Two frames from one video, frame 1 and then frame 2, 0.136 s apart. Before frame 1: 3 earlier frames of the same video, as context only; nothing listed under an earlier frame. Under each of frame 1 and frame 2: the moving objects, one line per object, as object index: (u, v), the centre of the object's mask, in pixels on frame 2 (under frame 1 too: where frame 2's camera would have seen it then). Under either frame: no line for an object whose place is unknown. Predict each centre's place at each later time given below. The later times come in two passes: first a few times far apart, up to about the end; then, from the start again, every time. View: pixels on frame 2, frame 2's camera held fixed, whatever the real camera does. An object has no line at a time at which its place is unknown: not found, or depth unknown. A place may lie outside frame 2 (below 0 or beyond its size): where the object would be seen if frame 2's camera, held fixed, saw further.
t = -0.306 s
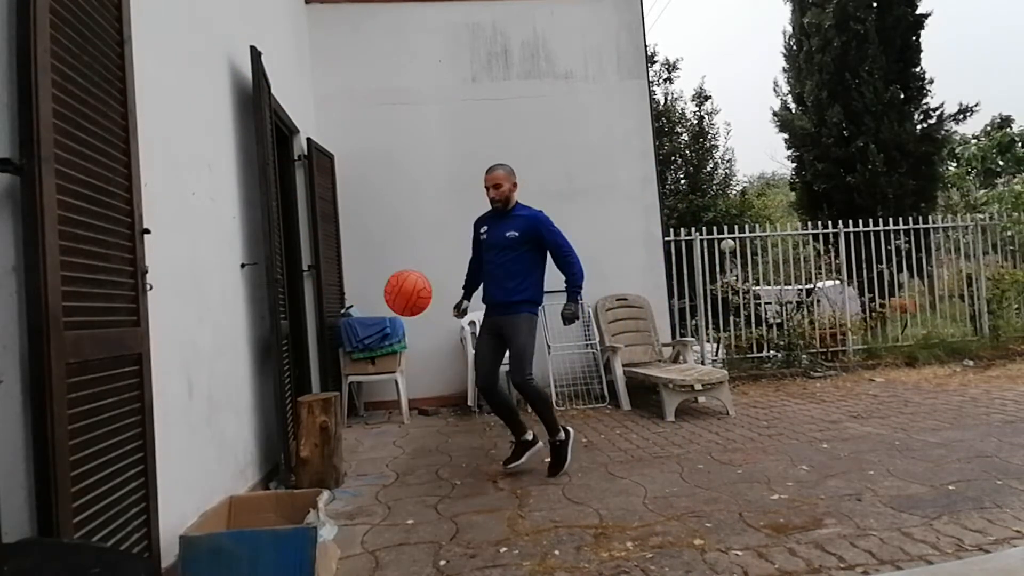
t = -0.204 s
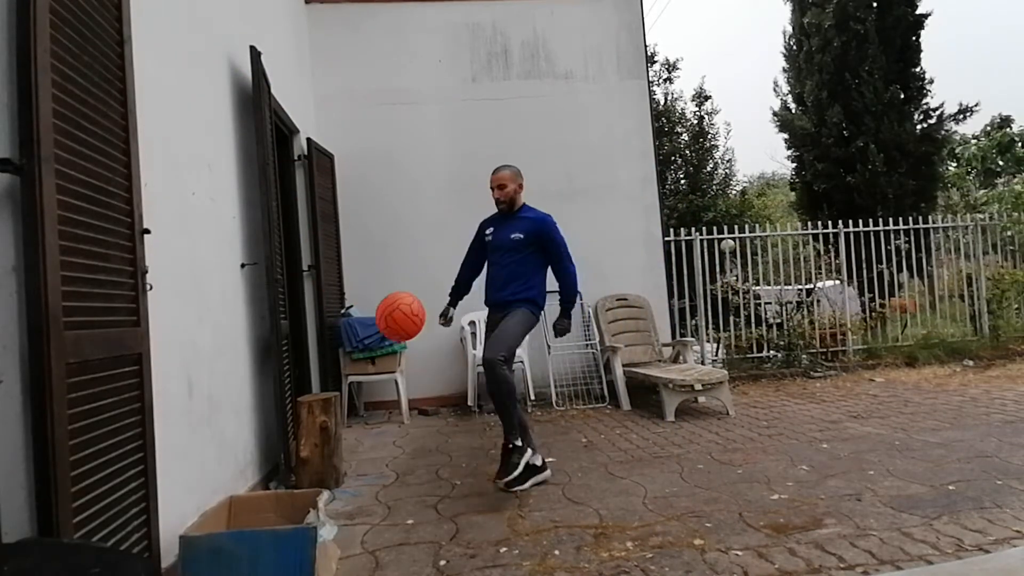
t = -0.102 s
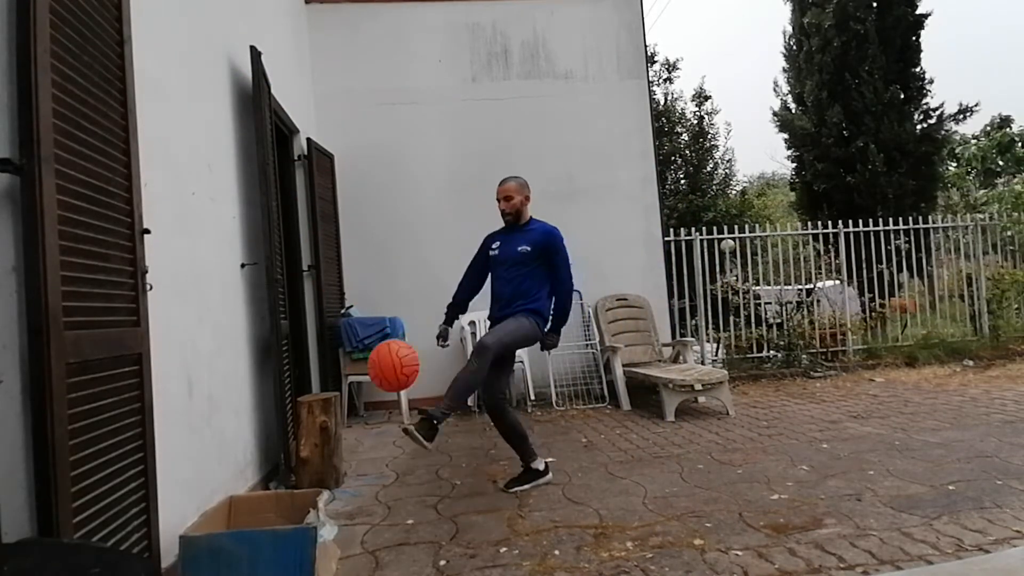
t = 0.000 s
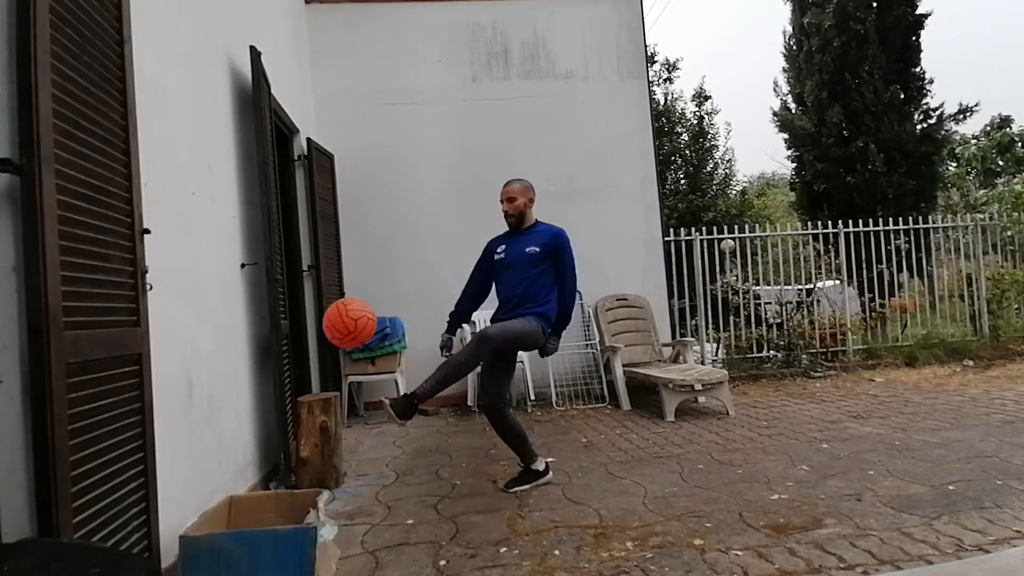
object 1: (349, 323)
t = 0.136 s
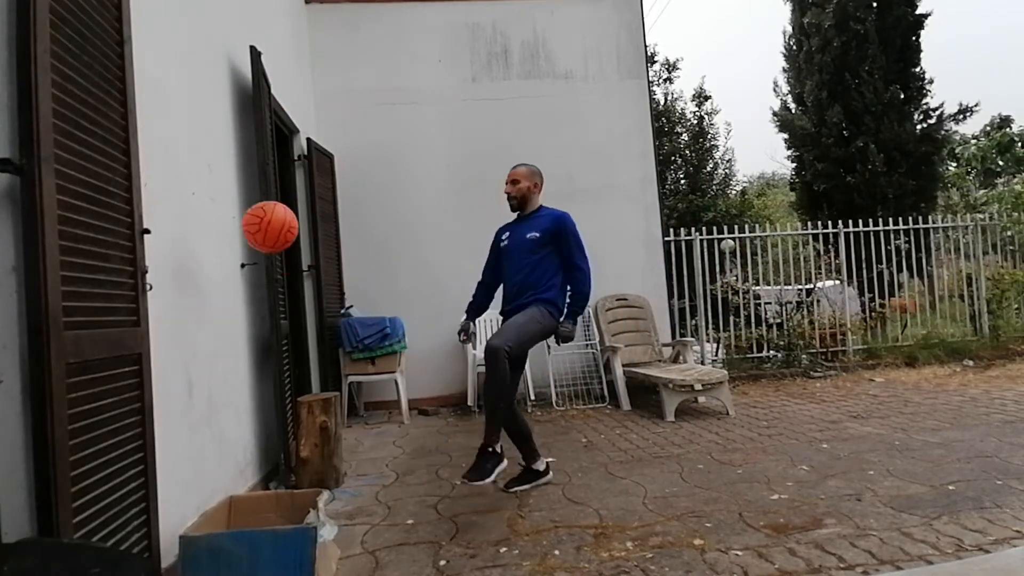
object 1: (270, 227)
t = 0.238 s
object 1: (213, 182)
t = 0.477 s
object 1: (305, 183)
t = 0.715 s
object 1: (418, 308)
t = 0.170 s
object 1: (251, 209)
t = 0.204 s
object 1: (232, 194)
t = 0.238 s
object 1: (213, 182)
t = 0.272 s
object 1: (212, 174)
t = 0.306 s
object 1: (228, 168)
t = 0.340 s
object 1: (243, 166)
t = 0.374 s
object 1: (259, 166)
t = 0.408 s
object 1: (274, 169)
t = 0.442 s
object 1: (289, 175)
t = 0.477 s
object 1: (305, 183)
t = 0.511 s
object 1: (321, 194)
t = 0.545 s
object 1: (337, 207)
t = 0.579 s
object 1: (353, 222)
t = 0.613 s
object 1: (370, 241)
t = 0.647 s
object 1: (386, 261)
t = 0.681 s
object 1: (402, 283)
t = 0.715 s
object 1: (418, 308)
